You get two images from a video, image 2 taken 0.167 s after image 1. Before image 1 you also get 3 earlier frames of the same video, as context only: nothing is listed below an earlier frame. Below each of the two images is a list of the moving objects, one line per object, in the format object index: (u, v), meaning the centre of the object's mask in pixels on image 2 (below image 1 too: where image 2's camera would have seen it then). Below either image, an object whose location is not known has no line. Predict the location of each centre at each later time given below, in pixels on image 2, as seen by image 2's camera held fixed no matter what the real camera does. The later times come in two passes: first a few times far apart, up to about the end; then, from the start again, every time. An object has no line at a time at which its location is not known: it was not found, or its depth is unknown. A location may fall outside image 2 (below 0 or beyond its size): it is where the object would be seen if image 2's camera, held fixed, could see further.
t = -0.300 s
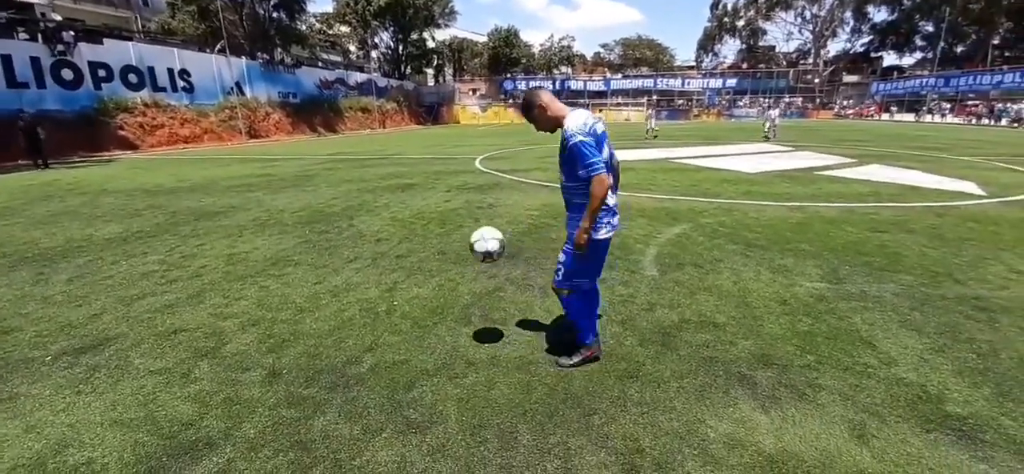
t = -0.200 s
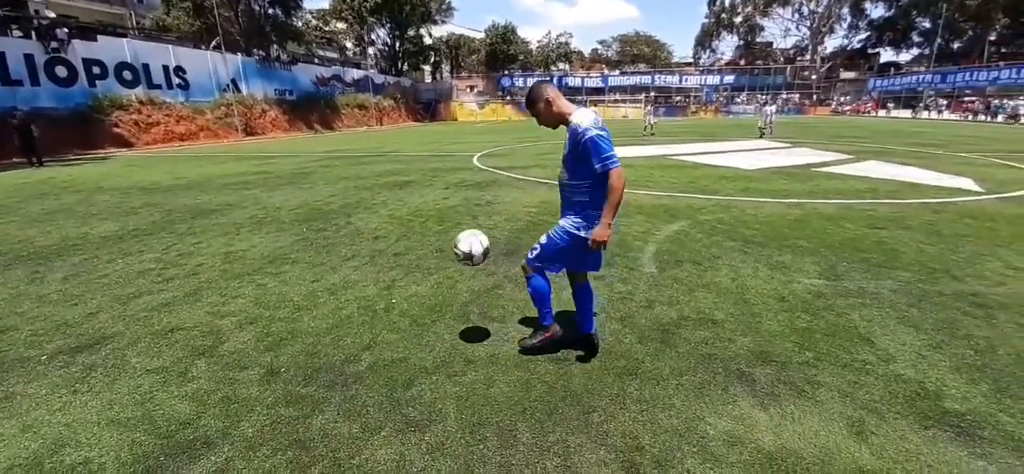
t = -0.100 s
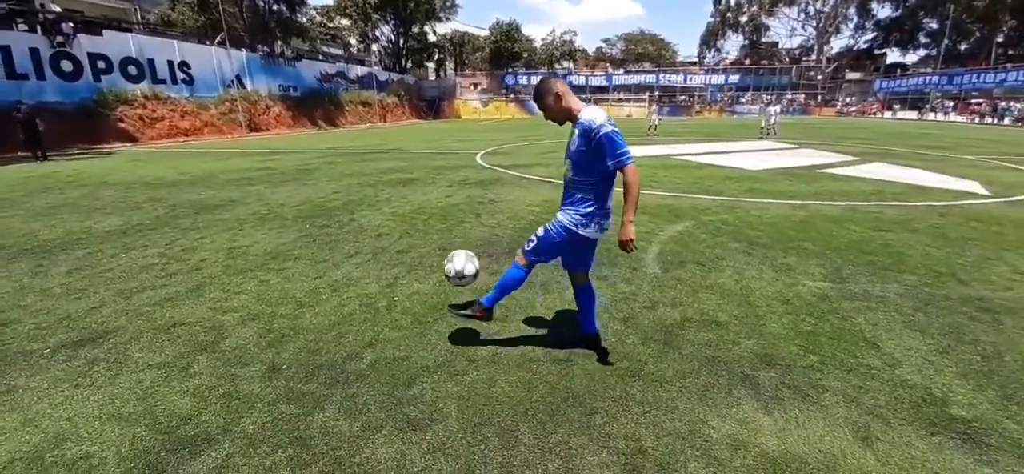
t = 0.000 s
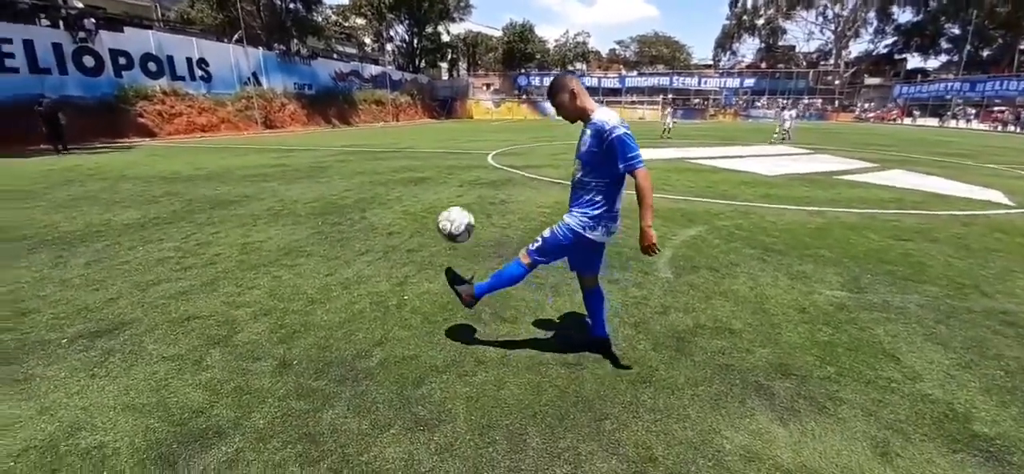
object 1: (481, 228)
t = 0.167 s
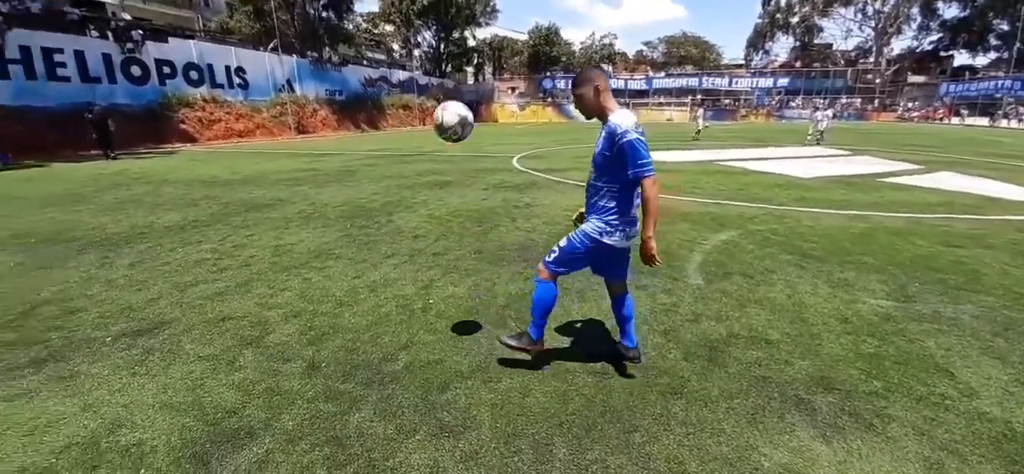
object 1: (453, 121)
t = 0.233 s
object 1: (442, 89)
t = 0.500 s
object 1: (397, 39)
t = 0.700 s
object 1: (368, 92)
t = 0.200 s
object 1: (447, 104)
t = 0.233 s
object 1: (442, 89)
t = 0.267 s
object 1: (435, 76)
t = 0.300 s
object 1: (429, 63)
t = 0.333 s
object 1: (423, 53)
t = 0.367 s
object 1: (417, 46)
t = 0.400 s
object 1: (411, 41)
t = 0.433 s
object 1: (407, 35)
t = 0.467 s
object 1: (402, 35)
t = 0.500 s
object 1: (397, 39)
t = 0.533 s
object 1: (392, 41)
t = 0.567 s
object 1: (385, 44)
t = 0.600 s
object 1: (380, 57)
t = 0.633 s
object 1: (376, 67)
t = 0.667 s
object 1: (372, 79)
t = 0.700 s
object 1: (368, 92)
